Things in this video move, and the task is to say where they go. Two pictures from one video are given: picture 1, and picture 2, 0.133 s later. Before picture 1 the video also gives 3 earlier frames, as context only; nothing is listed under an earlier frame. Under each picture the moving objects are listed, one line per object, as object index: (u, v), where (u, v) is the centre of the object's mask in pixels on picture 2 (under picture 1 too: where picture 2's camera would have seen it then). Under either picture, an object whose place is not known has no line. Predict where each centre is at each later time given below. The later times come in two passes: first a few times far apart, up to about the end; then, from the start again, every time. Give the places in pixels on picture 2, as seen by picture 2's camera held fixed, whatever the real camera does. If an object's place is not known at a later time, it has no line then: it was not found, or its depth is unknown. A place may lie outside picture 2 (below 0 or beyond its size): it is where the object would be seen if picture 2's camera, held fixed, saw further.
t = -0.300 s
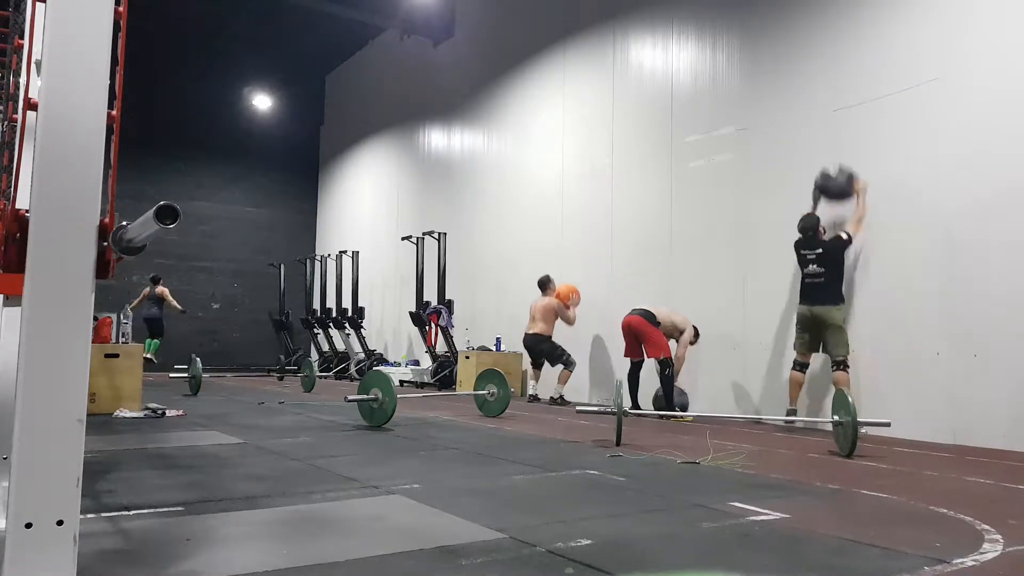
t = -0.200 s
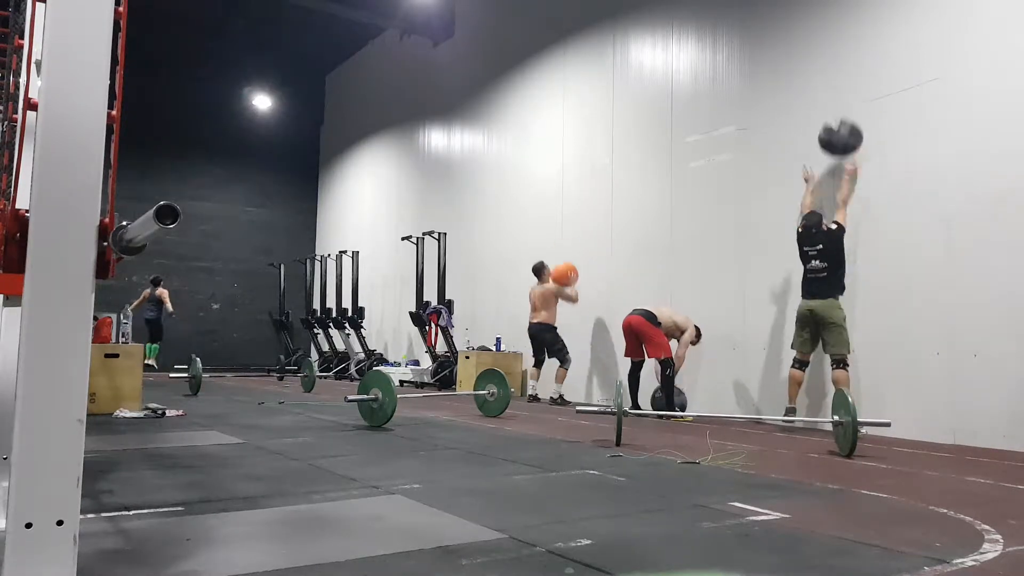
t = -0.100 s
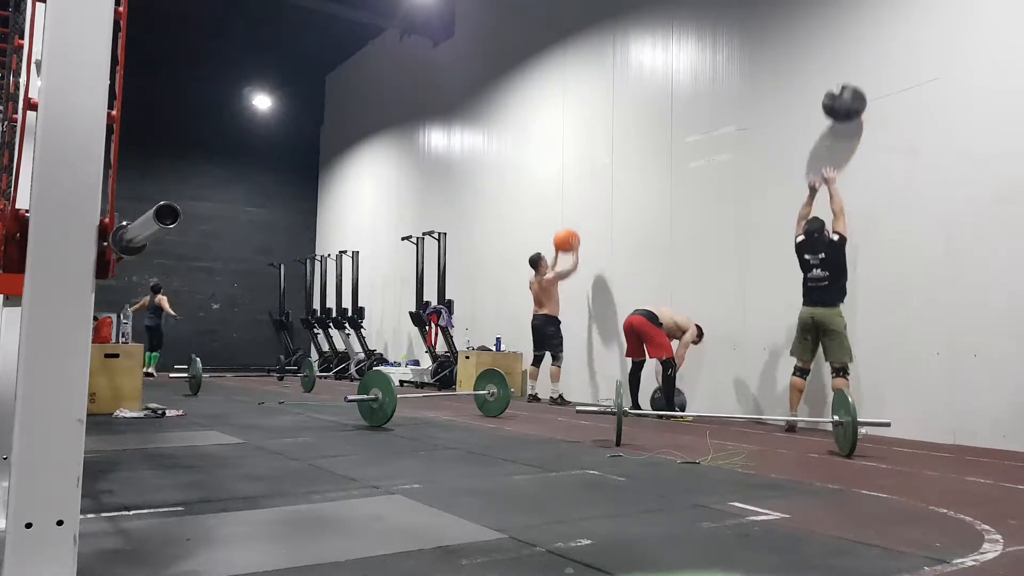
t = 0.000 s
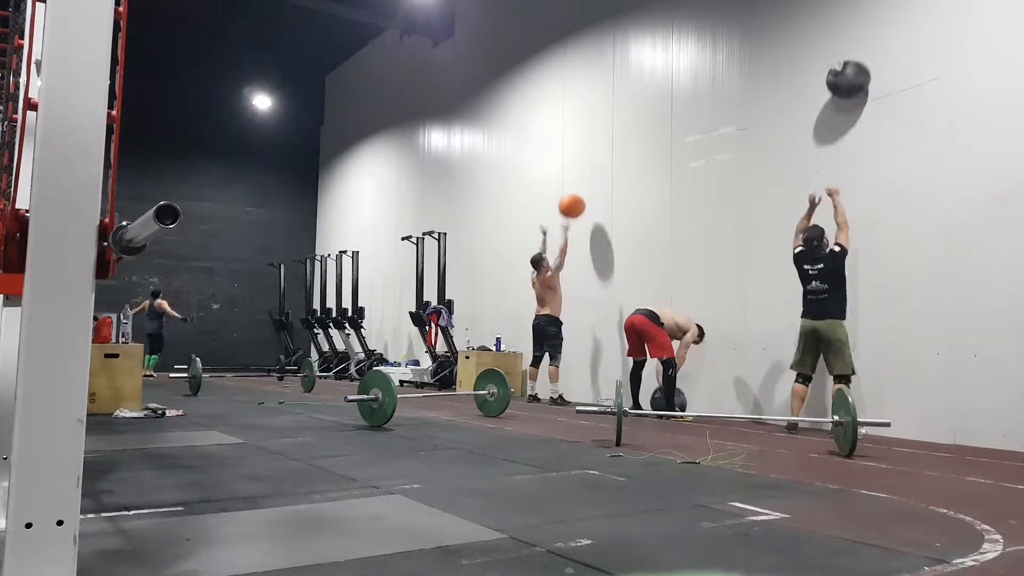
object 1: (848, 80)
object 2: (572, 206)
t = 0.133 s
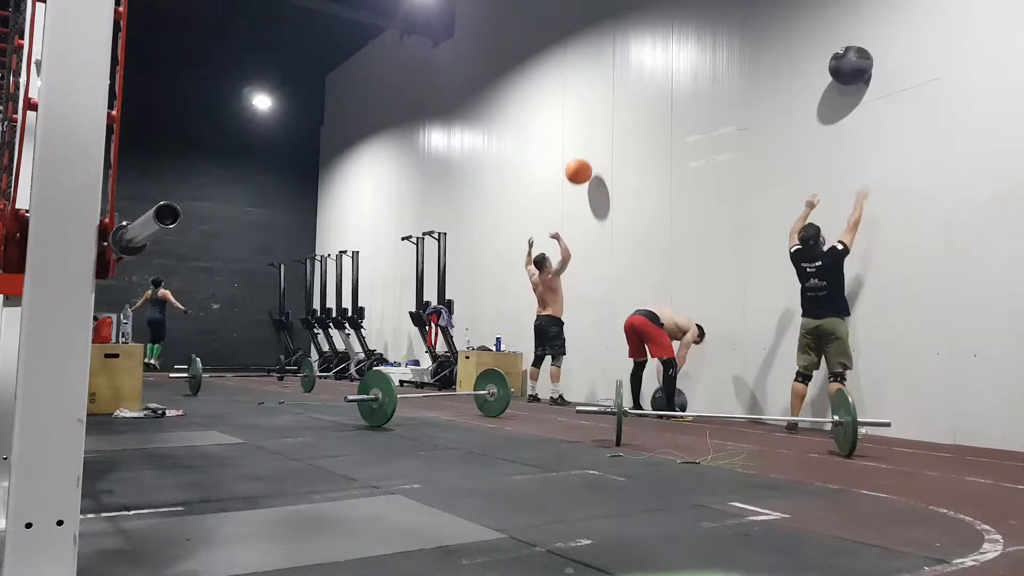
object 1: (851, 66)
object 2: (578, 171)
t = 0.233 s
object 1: (849, 68)
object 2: (583, 155)
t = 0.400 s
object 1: (846, 95)
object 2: (579, 147)
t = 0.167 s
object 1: (850, 65)
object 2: (580, 165)
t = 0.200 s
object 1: (849, 66)
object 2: (582, 160)
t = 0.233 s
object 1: (849, 68)
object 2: (583, 155)
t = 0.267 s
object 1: (848, 70)
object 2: (584, 152)
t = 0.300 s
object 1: (847, 75)
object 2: (583, 149)
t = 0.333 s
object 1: (846, 80)
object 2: (582, 148)
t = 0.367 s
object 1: (846, 87)
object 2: (581, 147)
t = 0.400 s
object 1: (846, 95)
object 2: (579, 147)
